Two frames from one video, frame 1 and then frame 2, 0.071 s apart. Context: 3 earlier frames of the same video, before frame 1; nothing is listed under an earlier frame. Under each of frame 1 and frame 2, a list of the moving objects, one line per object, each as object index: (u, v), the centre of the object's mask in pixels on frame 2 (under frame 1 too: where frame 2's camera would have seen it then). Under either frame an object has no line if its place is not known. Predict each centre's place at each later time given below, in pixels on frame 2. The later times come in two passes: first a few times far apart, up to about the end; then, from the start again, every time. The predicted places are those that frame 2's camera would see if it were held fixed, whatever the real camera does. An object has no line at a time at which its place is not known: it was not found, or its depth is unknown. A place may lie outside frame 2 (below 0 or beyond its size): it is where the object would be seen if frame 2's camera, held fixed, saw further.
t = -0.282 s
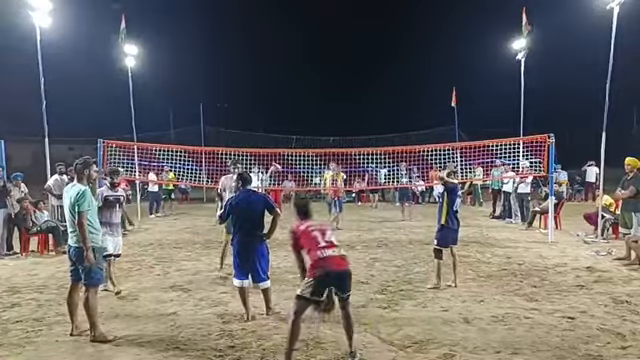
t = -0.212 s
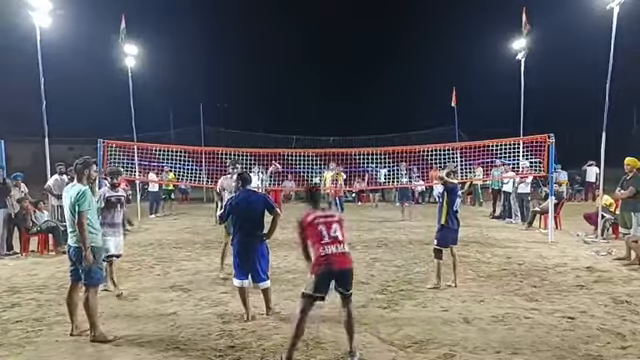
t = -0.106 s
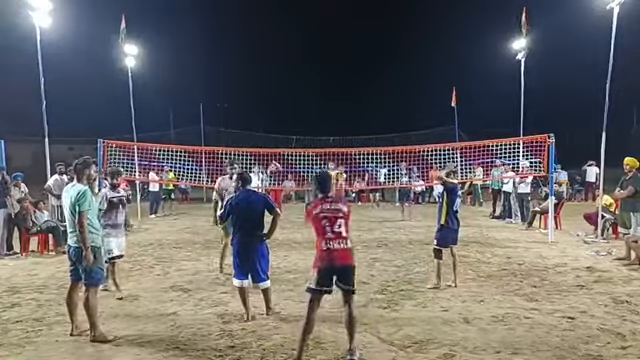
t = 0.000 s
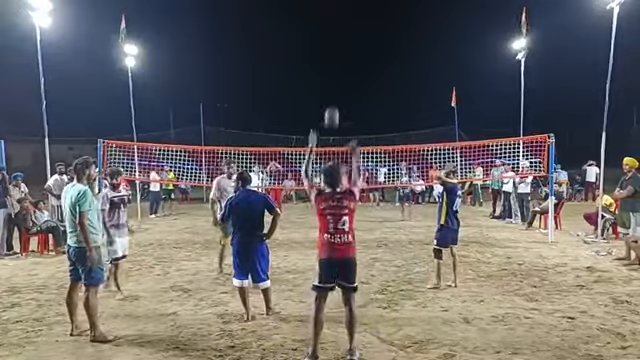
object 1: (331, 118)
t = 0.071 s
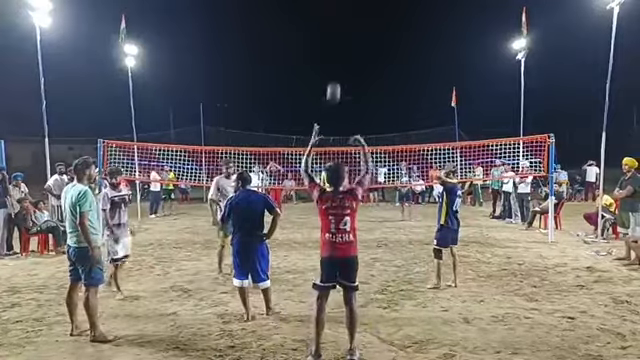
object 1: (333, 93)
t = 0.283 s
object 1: (338, 48)
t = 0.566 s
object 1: (344, 39)
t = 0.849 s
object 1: (349, 69)
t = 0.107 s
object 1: (334, 82)
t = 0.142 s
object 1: (335, 73)
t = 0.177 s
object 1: (336, 65)
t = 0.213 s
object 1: (337, 58)
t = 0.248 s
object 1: (338, 53)
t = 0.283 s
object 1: (338, 48)
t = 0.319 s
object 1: (339, 45)
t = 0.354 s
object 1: (340, 42)
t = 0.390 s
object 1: (341, 40)
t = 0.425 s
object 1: (342, 39)
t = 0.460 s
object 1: (342, 38)
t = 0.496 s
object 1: (343, 38)
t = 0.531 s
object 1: (344, 39)
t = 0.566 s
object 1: (344, 39)
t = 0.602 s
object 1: (345, 43)
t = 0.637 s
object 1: (346, 46)
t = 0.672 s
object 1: (347, 49)
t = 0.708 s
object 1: (347, 53)
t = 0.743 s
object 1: (347, 56)
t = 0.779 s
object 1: (348, 60)
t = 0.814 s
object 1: (349, 65)
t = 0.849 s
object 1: (349, 69)
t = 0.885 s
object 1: (349, 75)
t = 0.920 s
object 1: (350, 80)
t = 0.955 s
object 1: (350, 85)
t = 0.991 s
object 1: (350, 92)
